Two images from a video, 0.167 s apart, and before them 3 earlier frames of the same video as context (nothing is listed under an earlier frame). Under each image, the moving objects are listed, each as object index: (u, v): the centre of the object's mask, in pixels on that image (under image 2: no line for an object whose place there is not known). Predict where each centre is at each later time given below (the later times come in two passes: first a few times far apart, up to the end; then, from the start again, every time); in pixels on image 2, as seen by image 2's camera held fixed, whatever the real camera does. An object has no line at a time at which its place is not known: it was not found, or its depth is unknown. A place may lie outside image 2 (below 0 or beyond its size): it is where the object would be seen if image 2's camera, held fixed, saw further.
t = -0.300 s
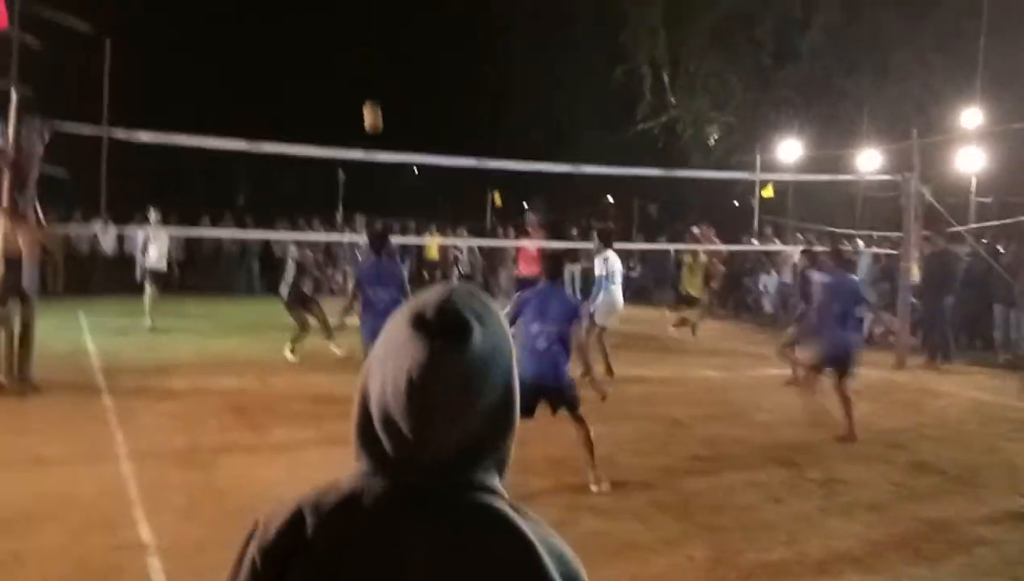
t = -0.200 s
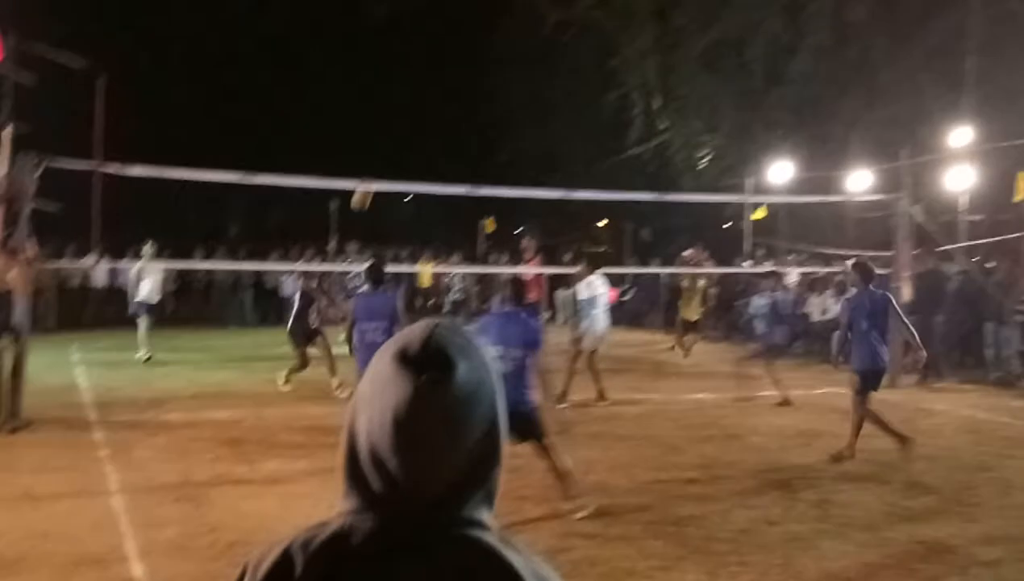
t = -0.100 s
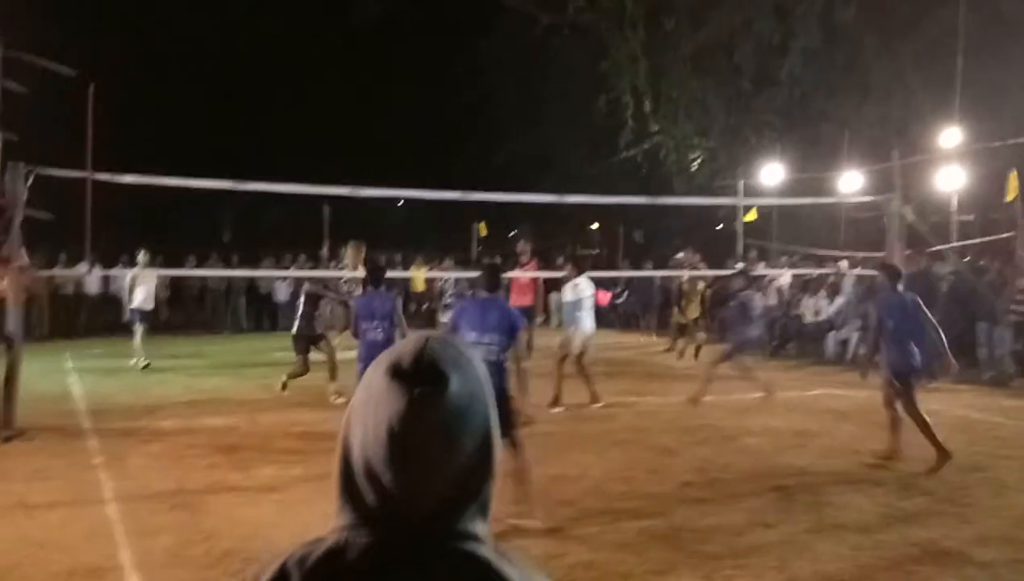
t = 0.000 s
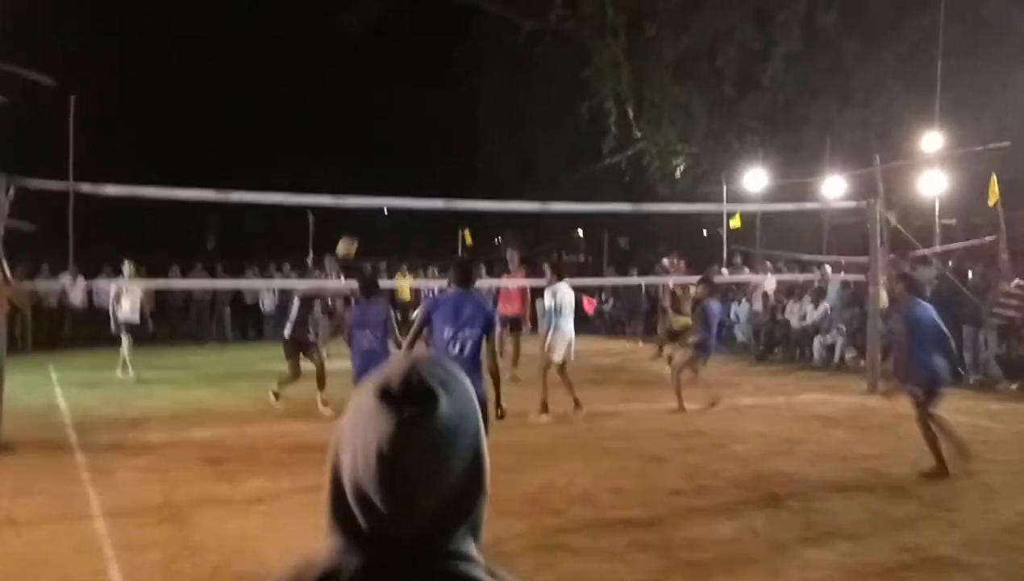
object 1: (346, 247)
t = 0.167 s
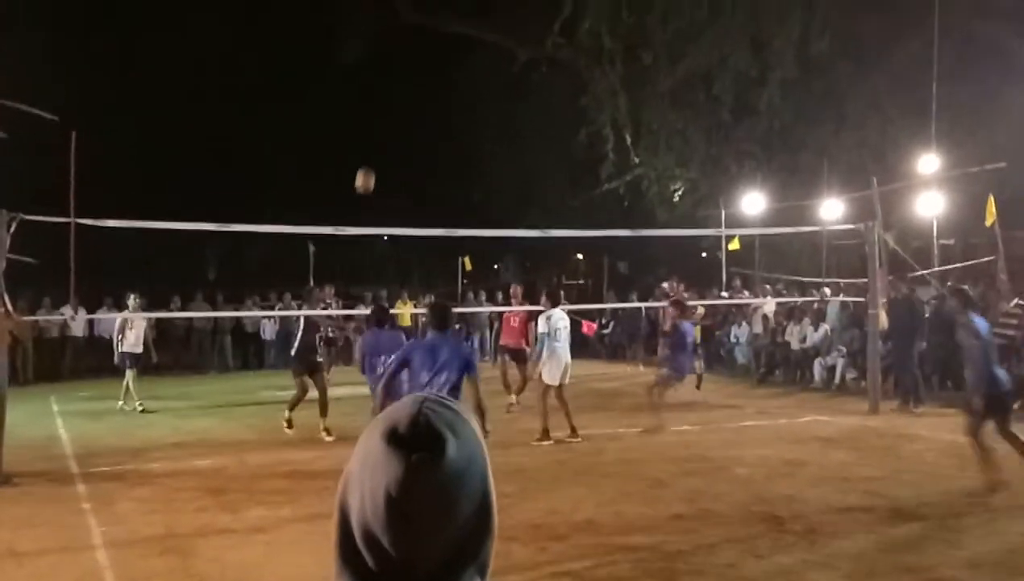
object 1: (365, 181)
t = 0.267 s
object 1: (375, 137)
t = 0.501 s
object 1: (398, 72)
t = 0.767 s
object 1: (425, 54)
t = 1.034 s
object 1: (449, 91)
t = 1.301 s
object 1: (474, 179)
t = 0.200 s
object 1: (368, 166)
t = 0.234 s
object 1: (371, 151)
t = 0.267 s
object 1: (375, 137)
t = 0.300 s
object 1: (379, 126)
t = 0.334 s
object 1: (382, 114)
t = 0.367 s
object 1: (385, 104)
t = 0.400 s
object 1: (389, 95)
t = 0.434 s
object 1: (391, 86)
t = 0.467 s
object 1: (395, 79)
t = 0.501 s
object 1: (398, 72)
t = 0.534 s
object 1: (401, 66)
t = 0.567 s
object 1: (404, 63)
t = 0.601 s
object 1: (408, 59)
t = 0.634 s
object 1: (412, 55)
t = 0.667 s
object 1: (415, 54)
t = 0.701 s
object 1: (418, 53)
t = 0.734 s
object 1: (422, 53)
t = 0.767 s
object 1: (425, 54)
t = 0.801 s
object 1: (428, 55)
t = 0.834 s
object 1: (431, 58)
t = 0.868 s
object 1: (434, 62)
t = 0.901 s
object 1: (438, 66)
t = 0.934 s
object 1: (441, 71)
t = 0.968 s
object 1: (445, 77)
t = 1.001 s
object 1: (447, 83)
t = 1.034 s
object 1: (449, 91)
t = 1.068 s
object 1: (452, 100)
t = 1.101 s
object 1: (455, 109)
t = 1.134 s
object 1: (458, 118)
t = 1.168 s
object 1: (461, 130)
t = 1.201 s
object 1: (464, 140)
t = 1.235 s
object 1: (468, 153)
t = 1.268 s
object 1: (471, 166)
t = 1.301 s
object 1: (474, 179)
